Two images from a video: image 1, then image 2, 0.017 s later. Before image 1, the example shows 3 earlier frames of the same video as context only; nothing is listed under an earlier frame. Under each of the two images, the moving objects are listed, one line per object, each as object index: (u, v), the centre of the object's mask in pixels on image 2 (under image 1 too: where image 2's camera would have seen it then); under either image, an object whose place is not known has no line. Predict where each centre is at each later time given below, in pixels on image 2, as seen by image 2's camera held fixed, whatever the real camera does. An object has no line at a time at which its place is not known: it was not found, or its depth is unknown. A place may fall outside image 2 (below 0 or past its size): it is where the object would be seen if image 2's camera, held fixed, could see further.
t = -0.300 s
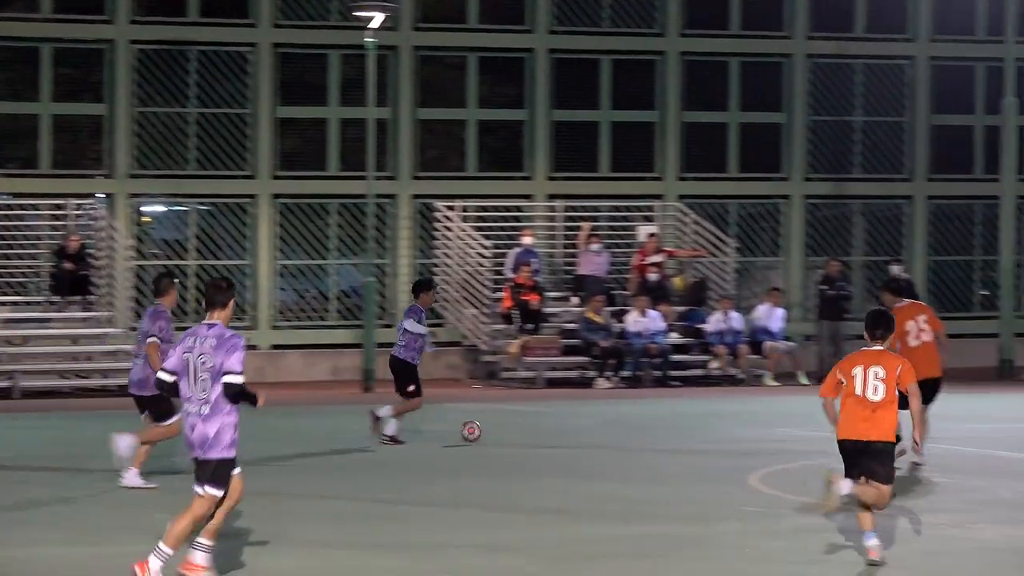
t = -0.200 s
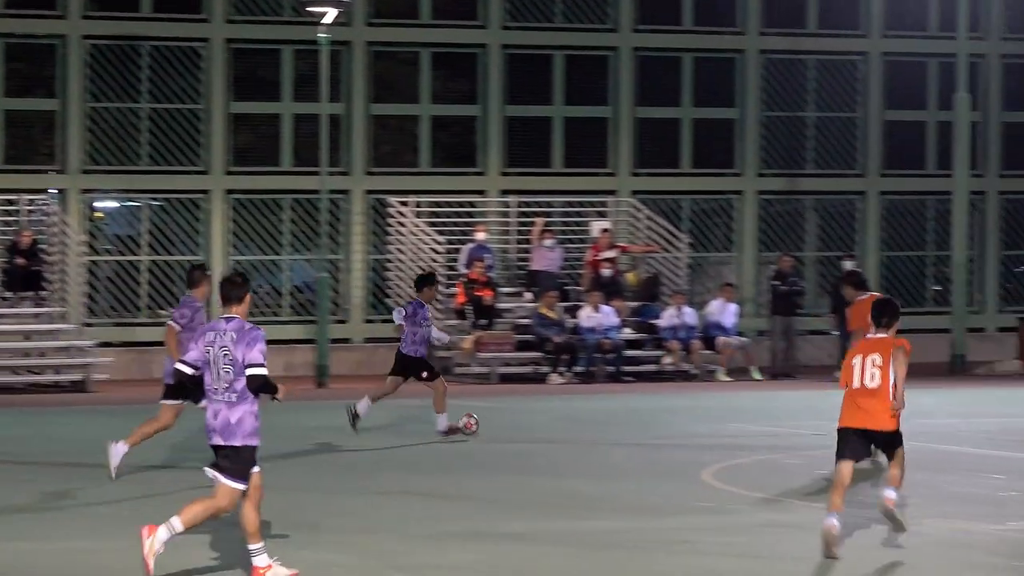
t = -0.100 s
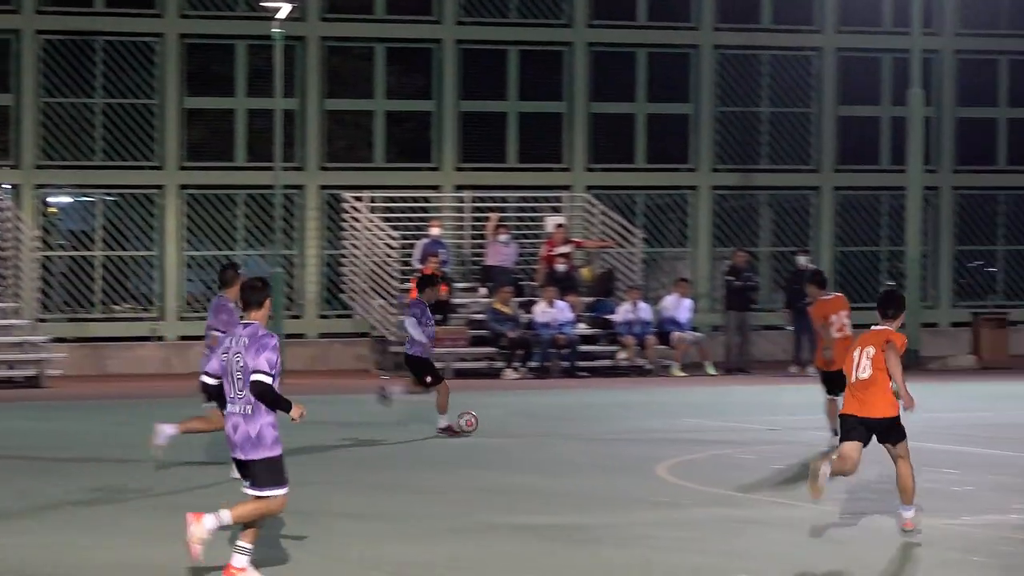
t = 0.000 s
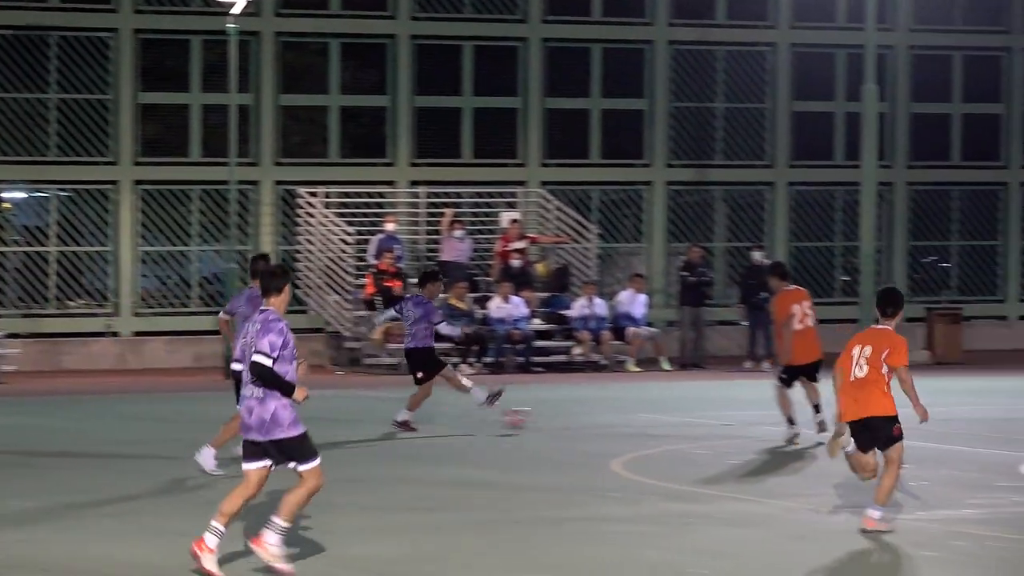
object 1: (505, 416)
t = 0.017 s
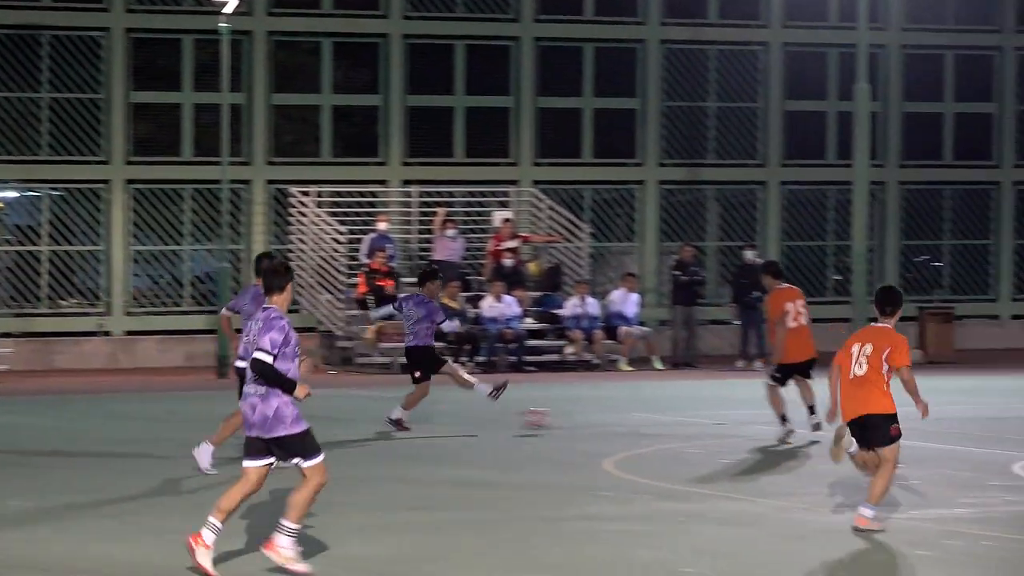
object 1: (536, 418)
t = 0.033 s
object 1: (570, 419)
